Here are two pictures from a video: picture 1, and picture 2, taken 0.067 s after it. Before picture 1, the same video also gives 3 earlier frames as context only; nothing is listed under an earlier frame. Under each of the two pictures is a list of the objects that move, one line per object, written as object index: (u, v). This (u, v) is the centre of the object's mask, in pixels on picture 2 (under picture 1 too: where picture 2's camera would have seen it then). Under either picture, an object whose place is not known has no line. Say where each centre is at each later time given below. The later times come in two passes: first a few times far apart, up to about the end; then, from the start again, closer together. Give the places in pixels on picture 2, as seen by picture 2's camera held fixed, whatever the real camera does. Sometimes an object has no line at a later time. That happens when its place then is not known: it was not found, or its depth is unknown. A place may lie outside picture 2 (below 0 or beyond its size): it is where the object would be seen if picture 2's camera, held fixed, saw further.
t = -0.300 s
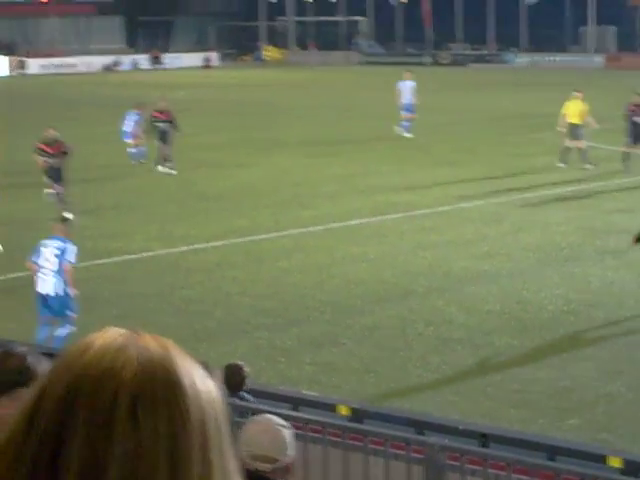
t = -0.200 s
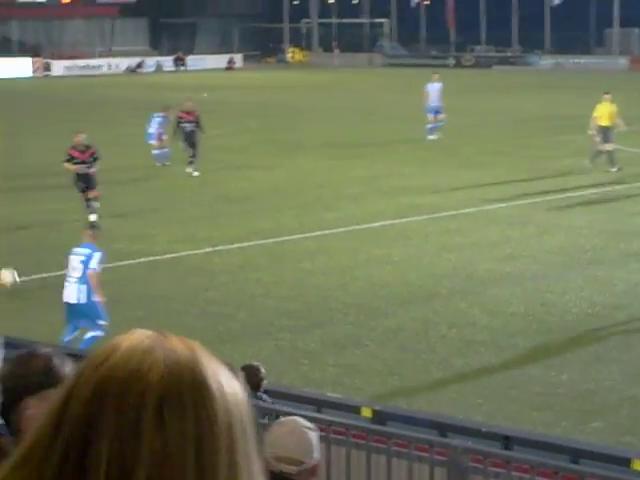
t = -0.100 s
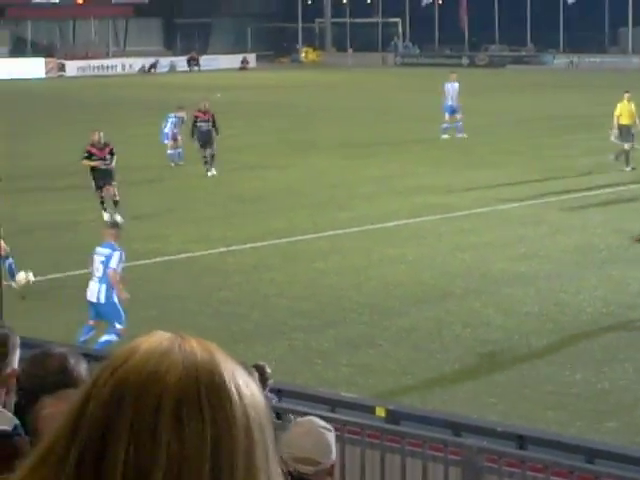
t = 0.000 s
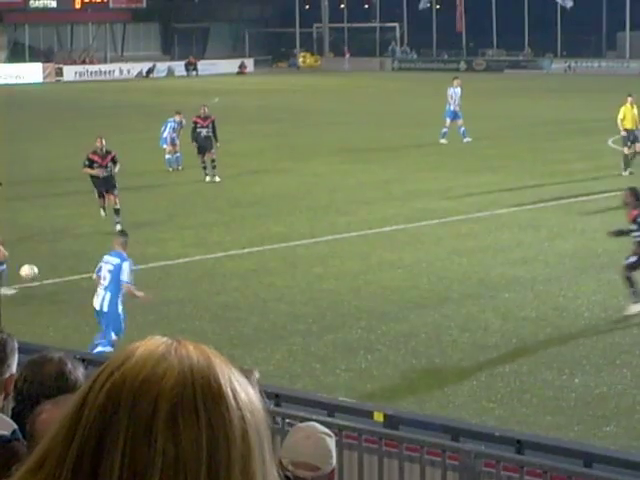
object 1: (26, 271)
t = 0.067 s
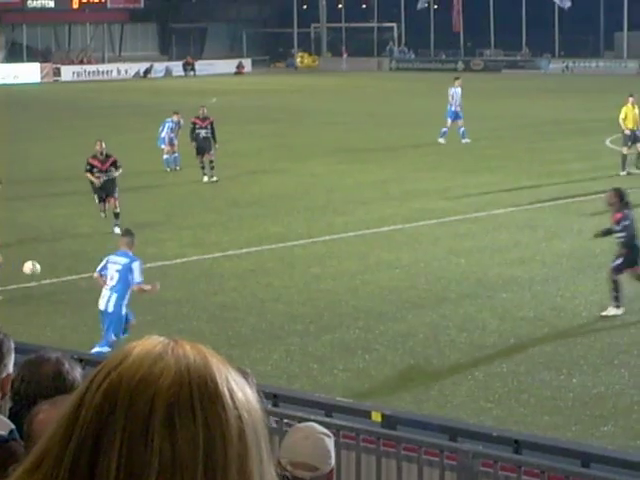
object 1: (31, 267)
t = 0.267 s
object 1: (46, 275)
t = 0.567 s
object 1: (61, 296)
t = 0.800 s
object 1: (65, 301)
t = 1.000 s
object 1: (71, 301)
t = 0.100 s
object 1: (33, 267)
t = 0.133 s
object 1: (35, 267)
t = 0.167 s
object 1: (38, 268)
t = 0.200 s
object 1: (40, 271)
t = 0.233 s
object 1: (43, 273)
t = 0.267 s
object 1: (46, 275)
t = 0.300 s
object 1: (48, 280)
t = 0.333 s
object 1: (50, 286)
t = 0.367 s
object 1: (53, 291)
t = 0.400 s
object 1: (55, 297)
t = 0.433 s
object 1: (59, 306)
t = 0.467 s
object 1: (60, 306)
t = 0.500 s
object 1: (60, 302)
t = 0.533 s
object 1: (61, 298)
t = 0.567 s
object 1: (61, 296)
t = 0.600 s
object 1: (62, 294)
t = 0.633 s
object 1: (62, 293)
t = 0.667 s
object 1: (63, 293)
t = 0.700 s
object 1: (63, 293)
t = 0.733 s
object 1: (64, 295)
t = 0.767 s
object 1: (64, 297)
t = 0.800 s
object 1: (65, 301)
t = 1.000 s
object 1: (71, 301)
